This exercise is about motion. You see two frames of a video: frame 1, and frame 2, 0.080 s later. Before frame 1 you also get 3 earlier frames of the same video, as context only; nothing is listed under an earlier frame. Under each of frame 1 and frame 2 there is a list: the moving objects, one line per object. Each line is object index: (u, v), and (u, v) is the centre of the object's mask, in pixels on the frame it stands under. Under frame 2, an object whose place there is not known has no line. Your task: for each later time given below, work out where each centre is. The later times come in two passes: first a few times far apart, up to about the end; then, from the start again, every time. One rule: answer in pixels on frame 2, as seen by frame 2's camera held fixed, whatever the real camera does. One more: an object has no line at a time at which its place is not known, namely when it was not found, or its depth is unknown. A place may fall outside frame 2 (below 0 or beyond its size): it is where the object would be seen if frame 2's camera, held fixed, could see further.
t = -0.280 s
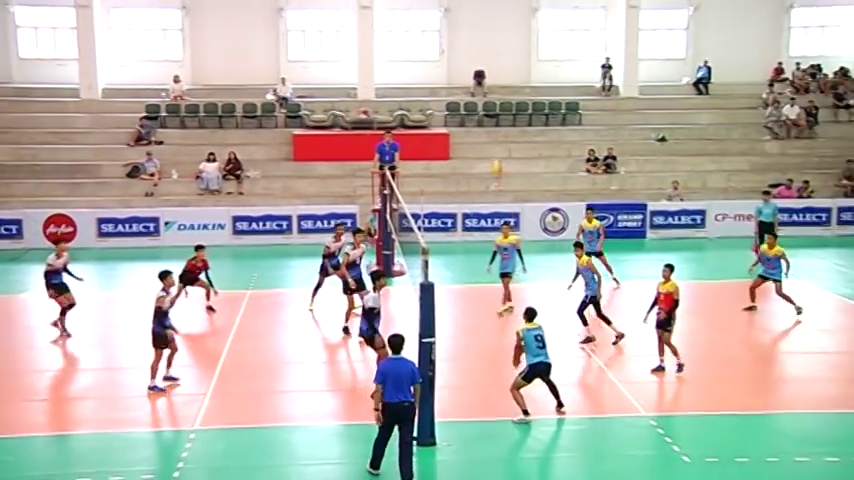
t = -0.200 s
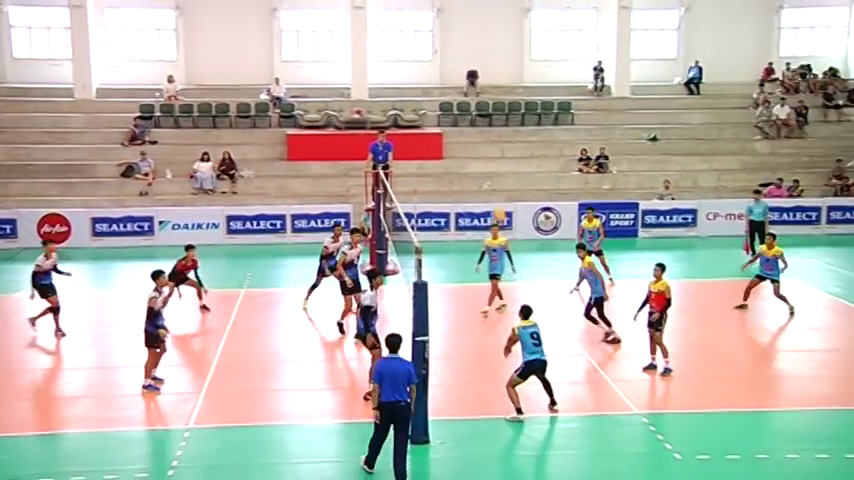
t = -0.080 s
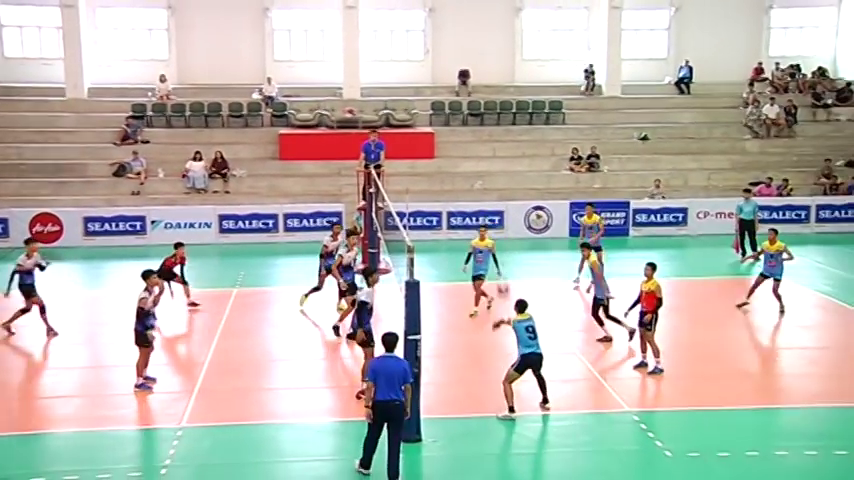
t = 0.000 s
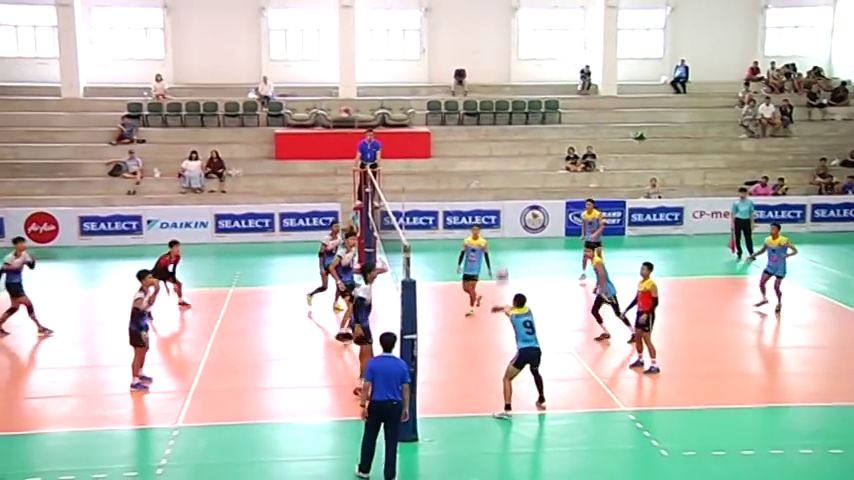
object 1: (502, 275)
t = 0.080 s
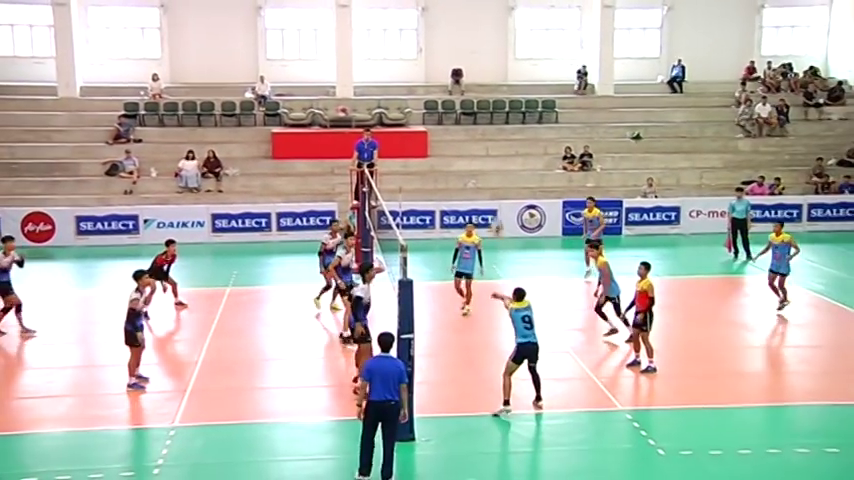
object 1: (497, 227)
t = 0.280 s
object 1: (492, 129)
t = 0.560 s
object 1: (488, 51)
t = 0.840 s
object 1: (483, 31)
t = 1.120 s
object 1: (479, 60)
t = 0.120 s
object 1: (494, 205)
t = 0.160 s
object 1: (494, 184)
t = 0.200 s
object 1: (494, 164)
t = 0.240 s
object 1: (492, 146)
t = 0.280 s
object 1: (492, 129)
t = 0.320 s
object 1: (492, 115)
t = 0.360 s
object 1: (491, 102)
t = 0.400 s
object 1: (490, 89)
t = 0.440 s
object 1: (489, 79)
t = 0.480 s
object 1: (489, 69)
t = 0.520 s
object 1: (488, 60)
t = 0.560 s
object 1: (488, 51)
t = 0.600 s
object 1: (487, 45)
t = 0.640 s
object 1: (486, 39)
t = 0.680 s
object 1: (486, 35)
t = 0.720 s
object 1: (485, 33)
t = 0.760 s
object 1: (484, 31)
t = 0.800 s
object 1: (484, 31)
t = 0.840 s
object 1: (483, 31)
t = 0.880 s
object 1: (482, 32)
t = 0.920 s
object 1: (482, 34)
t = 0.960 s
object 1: (481, 38)
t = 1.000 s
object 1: (480, 42)
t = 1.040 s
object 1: (480, 47)
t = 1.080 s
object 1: (479, 53)
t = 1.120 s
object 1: (479, 60)
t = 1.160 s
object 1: (478, 68)
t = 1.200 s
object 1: (477, 78)
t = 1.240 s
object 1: (476, 86)
